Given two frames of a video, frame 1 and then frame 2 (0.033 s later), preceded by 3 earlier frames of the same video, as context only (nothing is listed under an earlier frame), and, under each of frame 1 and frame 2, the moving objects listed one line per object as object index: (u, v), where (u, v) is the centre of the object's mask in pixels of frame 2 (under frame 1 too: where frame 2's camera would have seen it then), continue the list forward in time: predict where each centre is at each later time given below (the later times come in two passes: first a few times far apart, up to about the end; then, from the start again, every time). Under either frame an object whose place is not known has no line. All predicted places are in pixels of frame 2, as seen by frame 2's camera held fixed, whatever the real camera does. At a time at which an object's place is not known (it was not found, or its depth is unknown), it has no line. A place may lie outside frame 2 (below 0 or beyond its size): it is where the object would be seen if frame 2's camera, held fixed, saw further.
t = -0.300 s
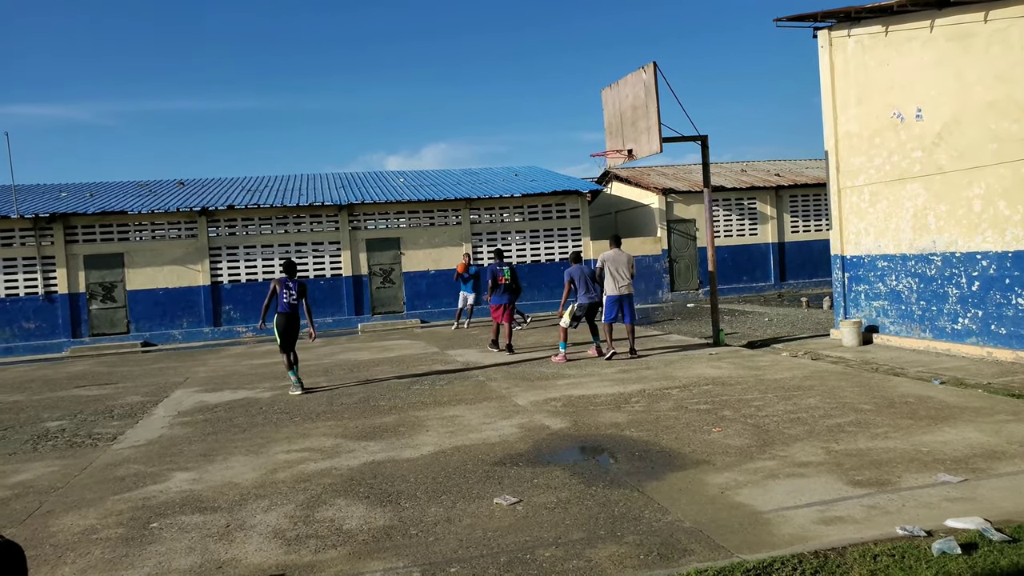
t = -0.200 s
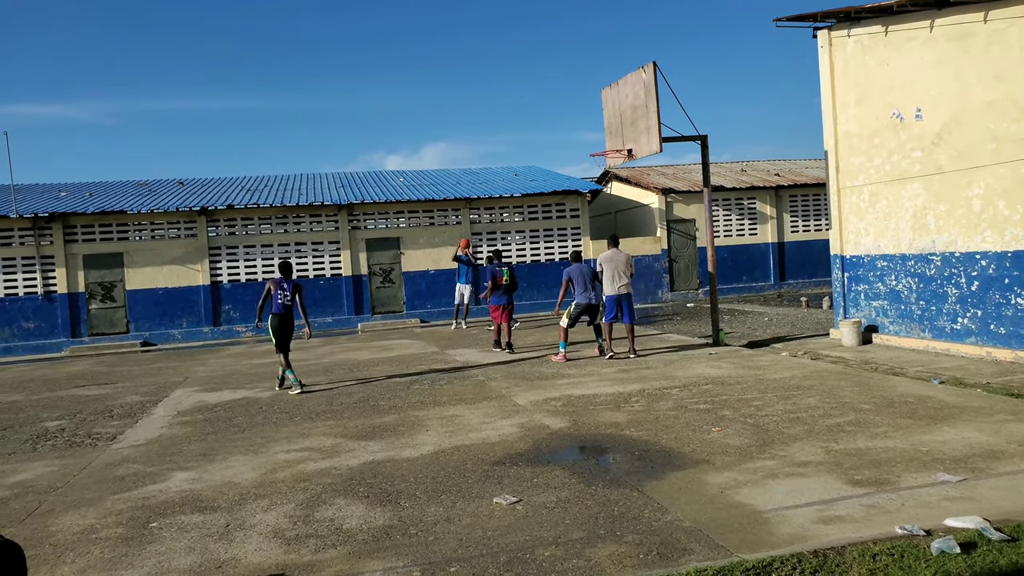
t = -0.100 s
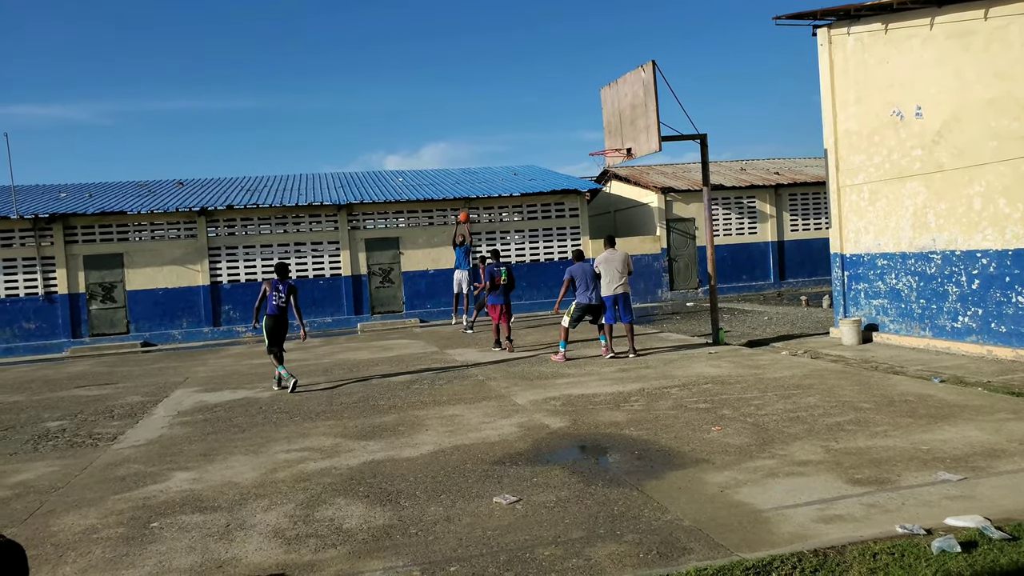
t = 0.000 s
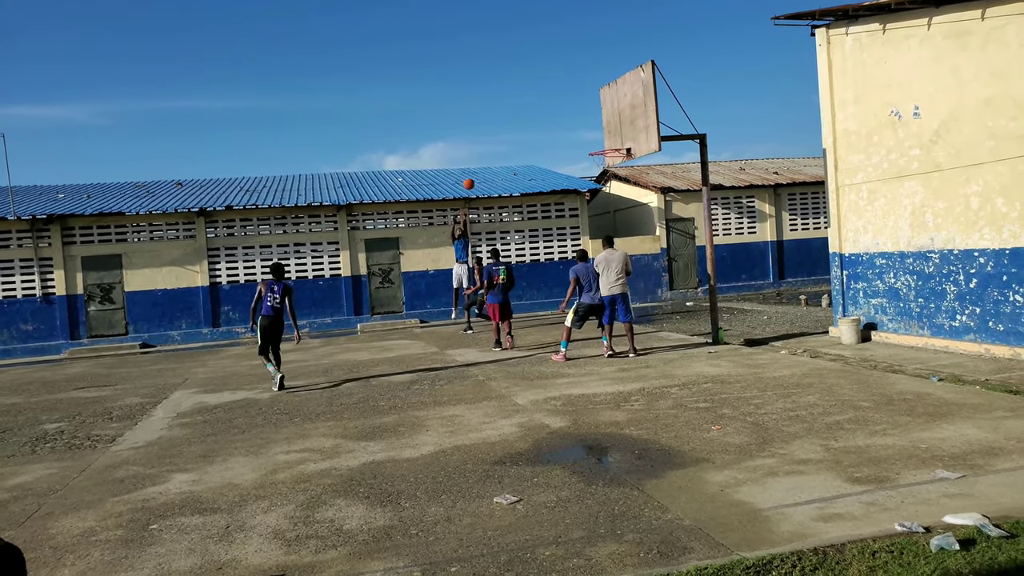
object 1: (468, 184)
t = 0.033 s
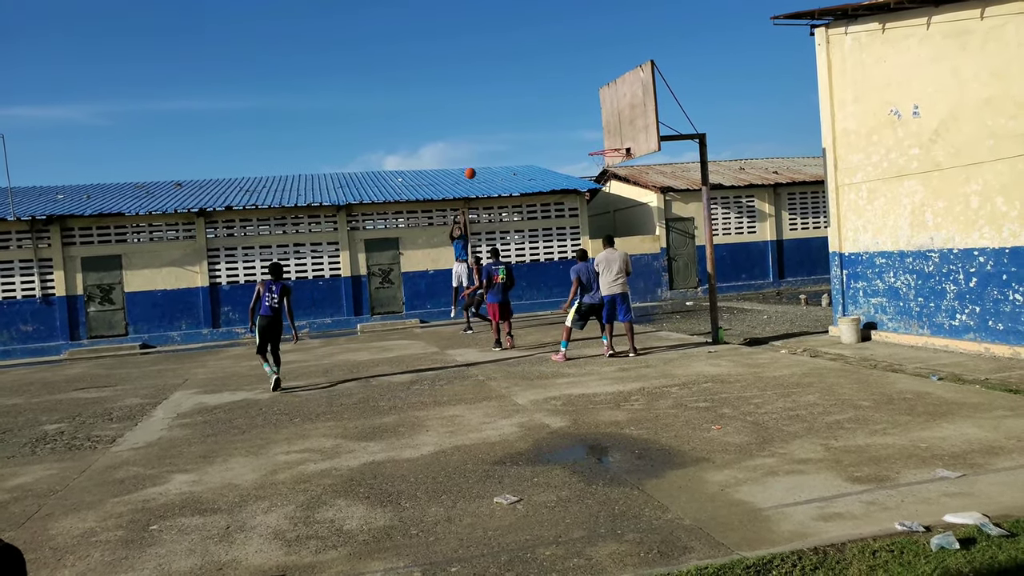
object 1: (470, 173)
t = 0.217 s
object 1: (482, 121)
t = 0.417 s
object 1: (497, 77)
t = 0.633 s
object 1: (516, 54)
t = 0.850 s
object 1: (540, 55)
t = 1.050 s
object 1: (566, 84)
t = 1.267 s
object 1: (598, 148)
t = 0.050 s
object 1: (470, 168)
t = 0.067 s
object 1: (471, 163)
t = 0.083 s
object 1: (472, 158)
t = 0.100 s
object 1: (473, 153)
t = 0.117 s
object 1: (474, 148)
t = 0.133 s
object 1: (475, 143)
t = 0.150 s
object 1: (477, 139)
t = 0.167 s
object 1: (478, 134)
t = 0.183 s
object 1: (480, 130)
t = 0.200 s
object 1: (481, 125)
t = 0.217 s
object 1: (482, 121)
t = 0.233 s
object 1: (483, 117)
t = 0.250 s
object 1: (484, 113)
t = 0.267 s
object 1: (485, 110)
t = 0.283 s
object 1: (486, 106)
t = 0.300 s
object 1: (489, 98)
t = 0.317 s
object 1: (490, 95)
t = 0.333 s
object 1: (491, 92)
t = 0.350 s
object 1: (492, 88)
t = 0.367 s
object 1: (493, 85)
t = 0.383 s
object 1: (495, 82)
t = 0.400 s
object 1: (496, 79)
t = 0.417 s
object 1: (497, 77)
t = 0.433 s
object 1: (498, 74)
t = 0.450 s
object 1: (500, 72)
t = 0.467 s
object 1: (501, 69)
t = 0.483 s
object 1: (502, 67)
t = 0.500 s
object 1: (504, 65)
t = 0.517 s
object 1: (505, 63)
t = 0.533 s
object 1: (507, 61)
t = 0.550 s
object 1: (508, 60)
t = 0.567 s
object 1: (510, 58)
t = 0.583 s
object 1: (511, 57)
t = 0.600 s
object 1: (513, 56)
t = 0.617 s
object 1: (514, 55)
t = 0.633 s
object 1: (516, 54)
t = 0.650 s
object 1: (517, 53)
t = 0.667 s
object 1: (519, 52)
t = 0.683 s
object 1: (521, 52)
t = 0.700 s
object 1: (522, 52)
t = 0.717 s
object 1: (524, 51)
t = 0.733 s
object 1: (525, 51)
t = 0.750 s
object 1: (528, 51)
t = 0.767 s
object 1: (530, 52)
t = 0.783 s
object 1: (532, 52)
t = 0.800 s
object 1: (534, 52)
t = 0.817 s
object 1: (536, 53)
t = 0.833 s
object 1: (538, 54)
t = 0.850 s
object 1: (540, 55)
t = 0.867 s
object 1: (542, 56)
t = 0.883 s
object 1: (544, 58)
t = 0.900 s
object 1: (546, 59)
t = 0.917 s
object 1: (548, 61)
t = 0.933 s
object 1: (551, 63)
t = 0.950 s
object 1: (553, 66)
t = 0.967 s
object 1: (555, 68)
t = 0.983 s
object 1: (557, 71)
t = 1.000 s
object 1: (559, 74)
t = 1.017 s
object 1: (562, 77)
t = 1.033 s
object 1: (564, 80)
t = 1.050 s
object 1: (566, 84)
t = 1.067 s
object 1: (568, 87)
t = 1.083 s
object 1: (571, 91)
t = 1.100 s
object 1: (573, 96)
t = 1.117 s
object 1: (575, 100)
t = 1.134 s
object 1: (578, 104)
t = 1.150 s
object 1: (580, 109)
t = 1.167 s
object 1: (583, 114)
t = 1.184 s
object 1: (585, 119)
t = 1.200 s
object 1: (588, 124)
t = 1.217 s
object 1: (590, 130)
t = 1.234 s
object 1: (593, 136)
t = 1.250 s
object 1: (595, 142)
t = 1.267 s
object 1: (598, 148)
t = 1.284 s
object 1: (600, 154)
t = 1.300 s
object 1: (604, 161)
